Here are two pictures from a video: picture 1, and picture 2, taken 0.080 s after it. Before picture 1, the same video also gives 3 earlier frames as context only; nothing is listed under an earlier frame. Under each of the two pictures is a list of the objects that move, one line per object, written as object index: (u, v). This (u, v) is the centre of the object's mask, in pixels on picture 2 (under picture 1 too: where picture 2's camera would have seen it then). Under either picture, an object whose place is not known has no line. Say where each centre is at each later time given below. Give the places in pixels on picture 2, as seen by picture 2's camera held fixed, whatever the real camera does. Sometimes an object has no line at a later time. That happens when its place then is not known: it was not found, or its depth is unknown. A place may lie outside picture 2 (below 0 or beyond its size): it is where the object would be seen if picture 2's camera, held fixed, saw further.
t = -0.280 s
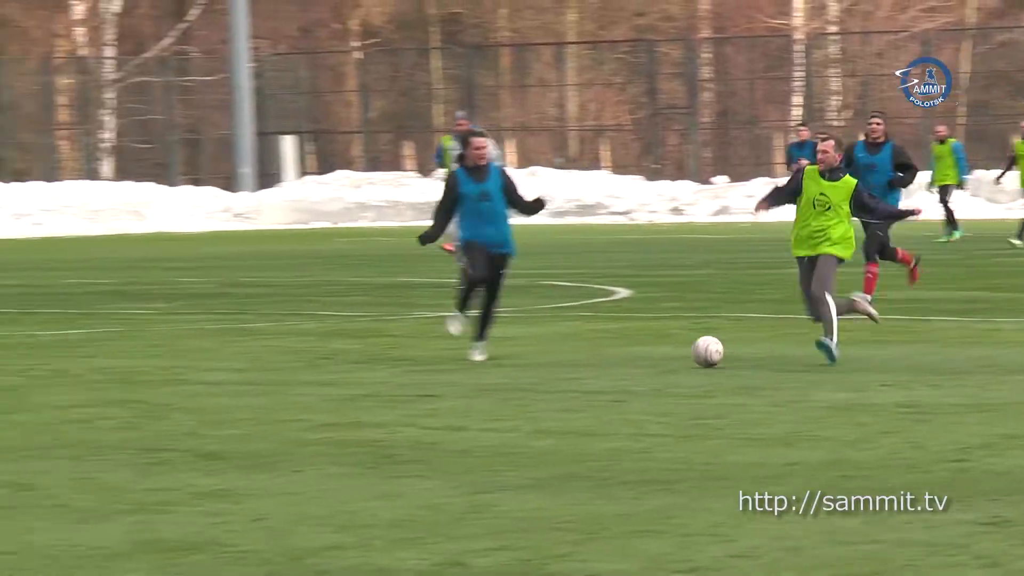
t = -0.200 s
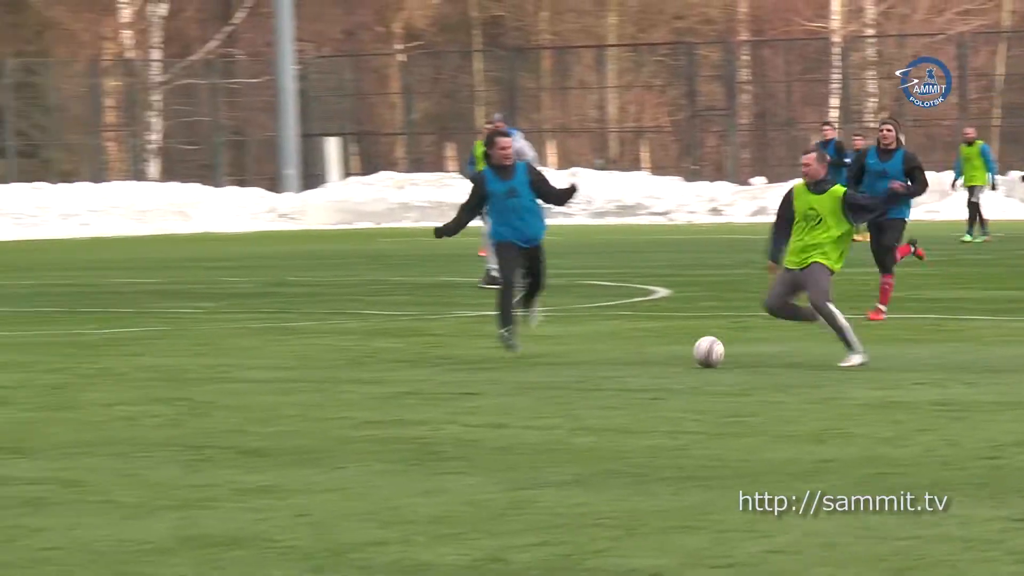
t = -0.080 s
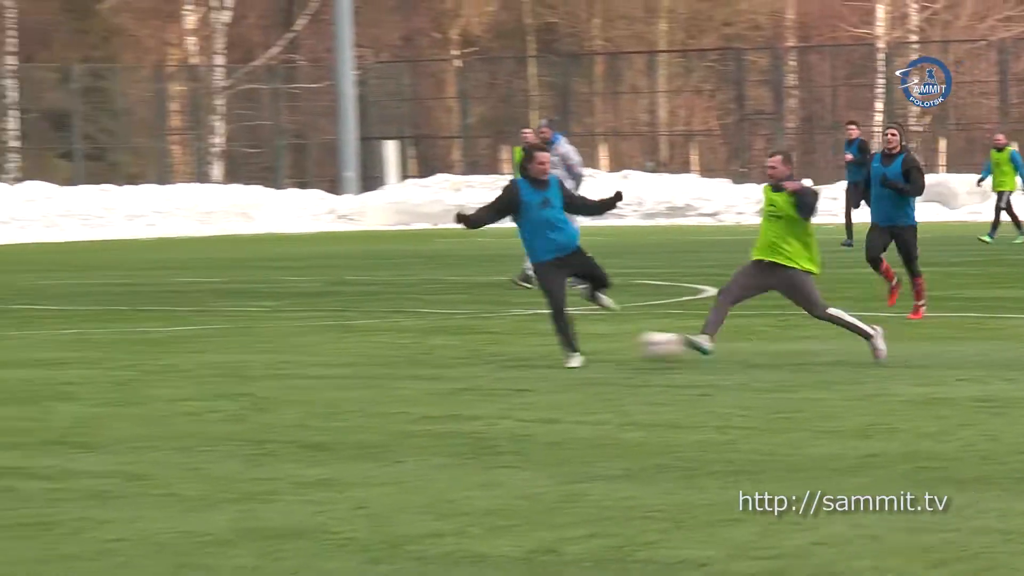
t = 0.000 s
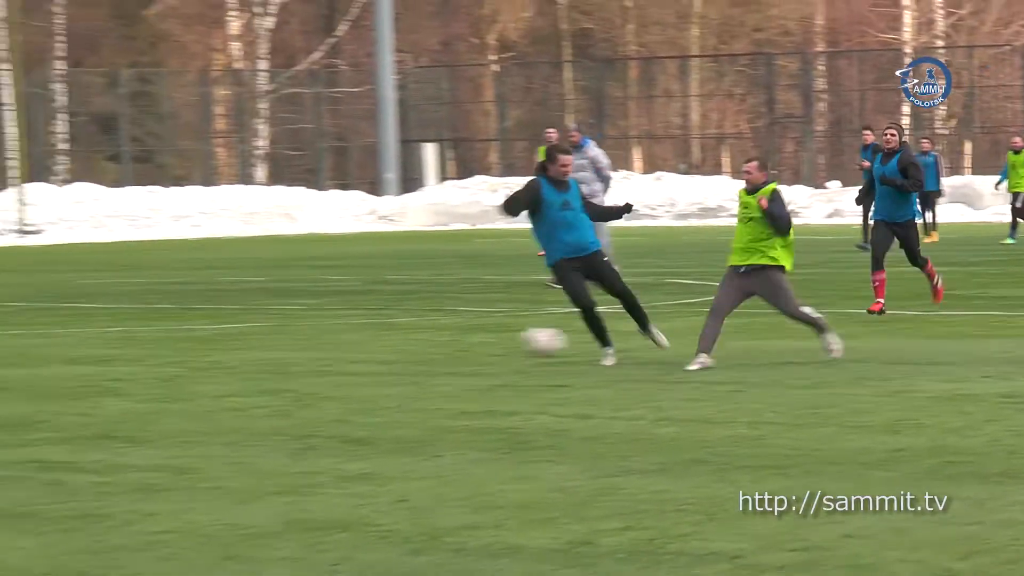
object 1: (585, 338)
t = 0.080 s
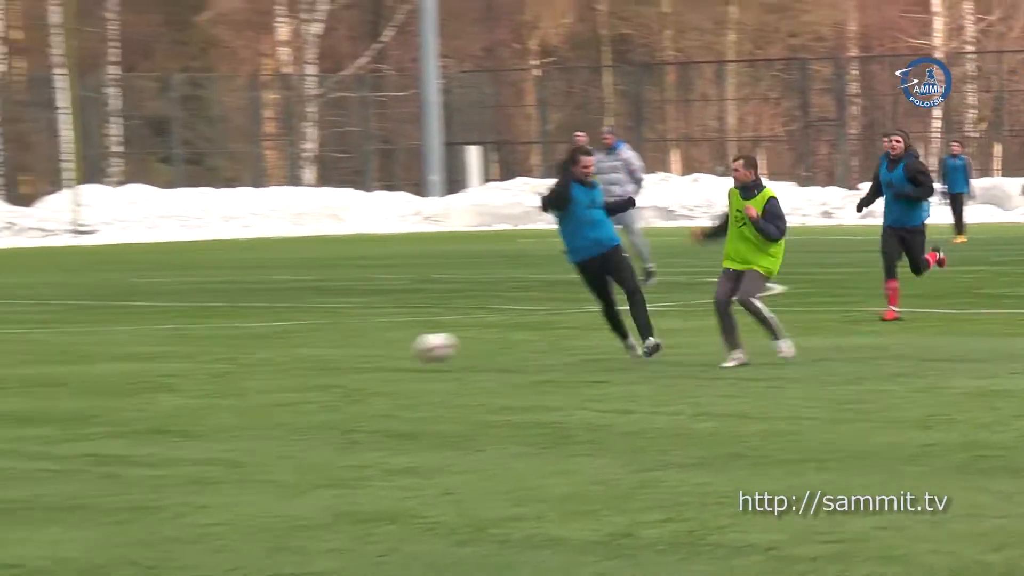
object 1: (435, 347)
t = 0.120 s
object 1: (361, 354)
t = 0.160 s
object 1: (288, 362)
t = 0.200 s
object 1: (218, 361)
